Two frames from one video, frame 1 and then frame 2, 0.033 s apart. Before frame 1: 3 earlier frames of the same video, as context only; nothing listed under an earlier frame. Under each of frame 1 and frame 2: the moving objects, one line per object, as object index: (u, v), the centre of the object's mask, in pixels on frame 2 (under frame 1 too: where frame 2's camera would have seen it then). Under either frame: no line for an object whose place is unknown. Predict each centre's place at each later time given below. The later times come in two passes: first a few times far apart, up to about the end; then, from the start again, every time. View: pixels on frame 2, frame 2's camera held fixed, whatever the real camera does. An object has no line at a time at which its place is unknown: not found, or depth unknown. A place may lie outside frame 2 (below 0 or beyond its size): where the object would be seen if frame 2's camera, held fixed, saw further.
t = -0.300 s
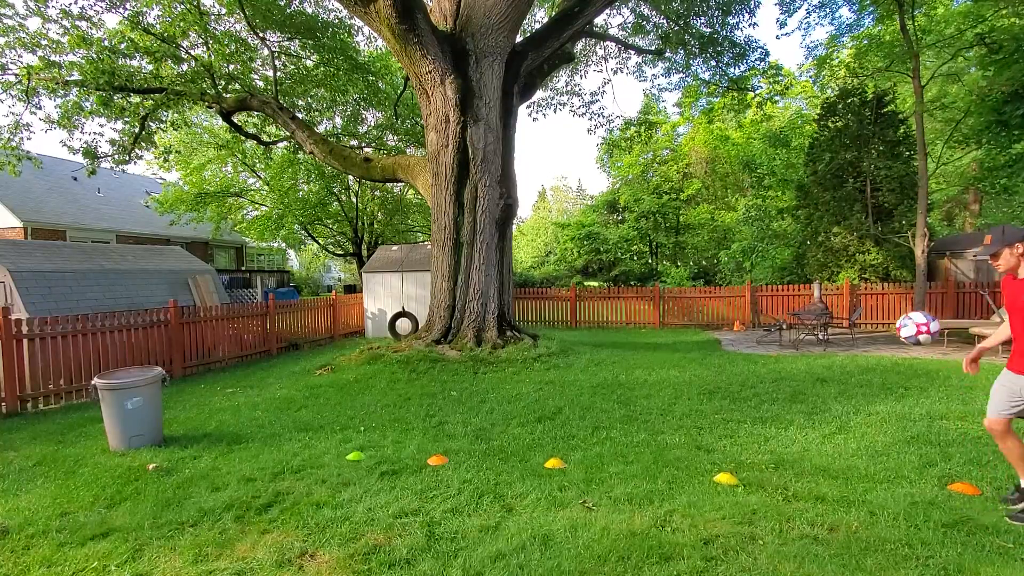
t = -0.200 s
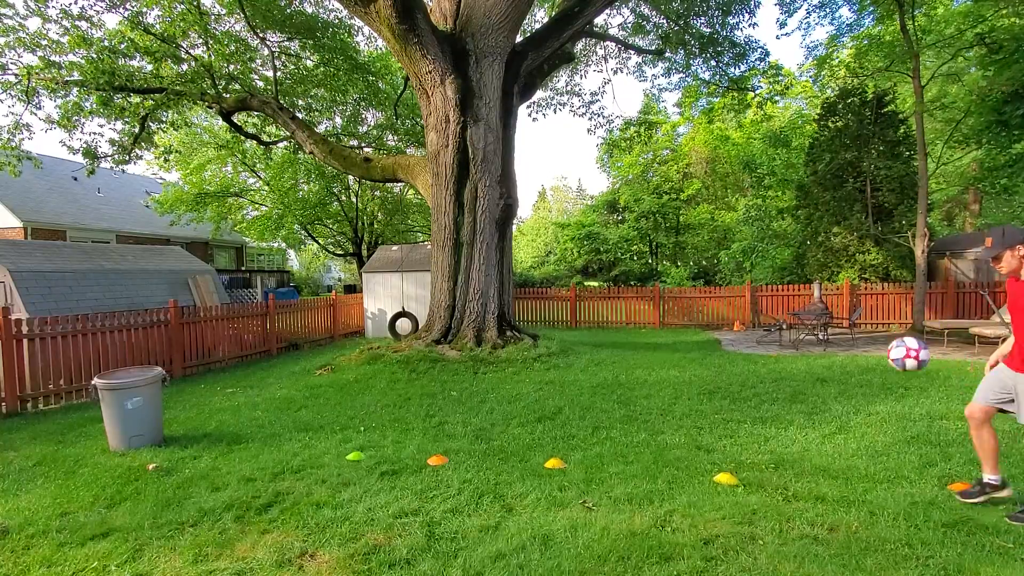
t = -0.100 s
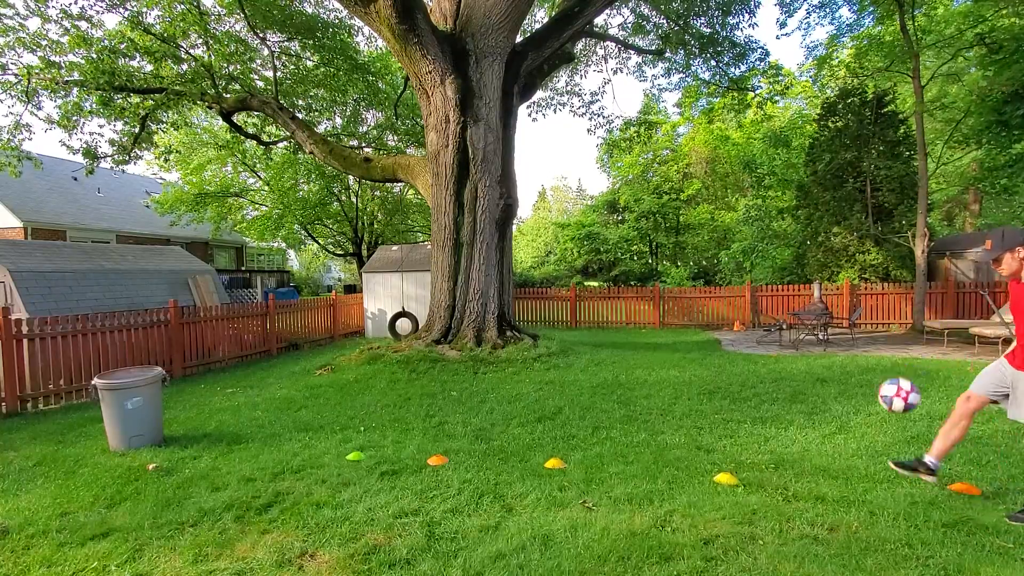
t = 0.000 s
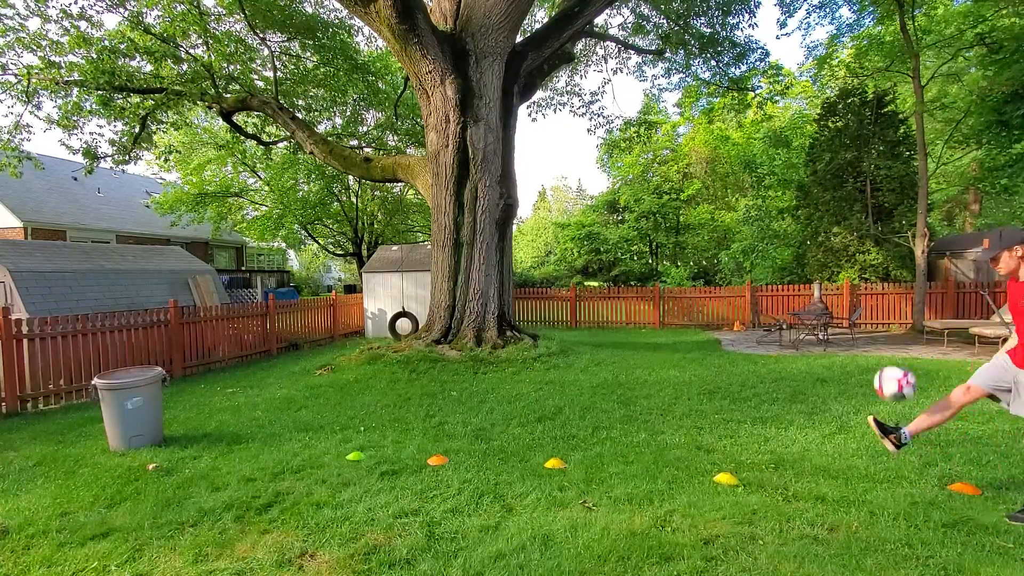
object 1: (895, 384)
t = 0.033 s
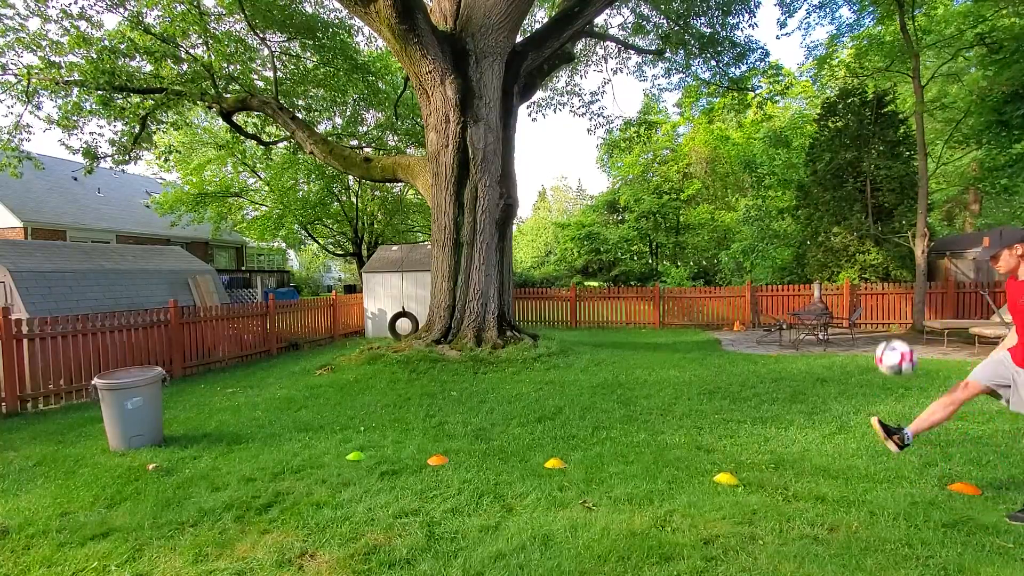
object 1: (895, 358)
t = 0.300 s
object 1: (900, 195)
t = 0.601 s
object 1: (906, 138)
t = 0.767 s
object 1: (907, 175)
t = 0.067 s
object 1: (896, 333)
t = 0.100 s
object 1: (898, 309)
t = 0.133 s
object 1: (898, 287)
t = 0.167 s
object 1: (898, 267)
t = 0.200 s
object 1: (899, 247)
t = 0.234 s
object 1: (898, 228)
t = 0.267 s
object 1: (900, 211)
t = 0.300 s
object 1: (900, 195)
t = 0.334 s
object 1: (902, 181)
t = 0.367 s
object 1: (903, 171)
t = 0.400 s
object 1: (904, 161)
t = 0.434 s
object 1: (904, 152)
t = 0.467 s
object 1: (905, 145)
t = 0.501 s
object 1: (905, 141)
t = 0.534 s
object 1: (905, 137)
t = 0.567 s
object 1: (906, 137)
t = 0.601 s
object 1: (906, 138)
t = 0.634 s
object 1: (906, 141)
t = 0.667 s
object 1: (907, 146)
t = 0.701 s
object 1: (907, 153)
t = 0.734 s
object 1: (907, 163)
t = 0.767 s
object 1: (907, 175)
